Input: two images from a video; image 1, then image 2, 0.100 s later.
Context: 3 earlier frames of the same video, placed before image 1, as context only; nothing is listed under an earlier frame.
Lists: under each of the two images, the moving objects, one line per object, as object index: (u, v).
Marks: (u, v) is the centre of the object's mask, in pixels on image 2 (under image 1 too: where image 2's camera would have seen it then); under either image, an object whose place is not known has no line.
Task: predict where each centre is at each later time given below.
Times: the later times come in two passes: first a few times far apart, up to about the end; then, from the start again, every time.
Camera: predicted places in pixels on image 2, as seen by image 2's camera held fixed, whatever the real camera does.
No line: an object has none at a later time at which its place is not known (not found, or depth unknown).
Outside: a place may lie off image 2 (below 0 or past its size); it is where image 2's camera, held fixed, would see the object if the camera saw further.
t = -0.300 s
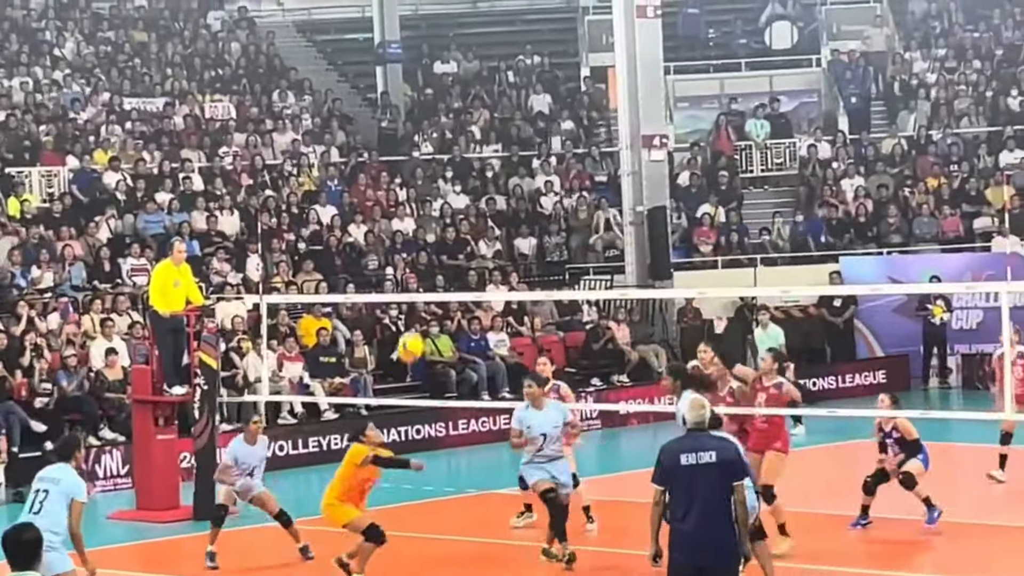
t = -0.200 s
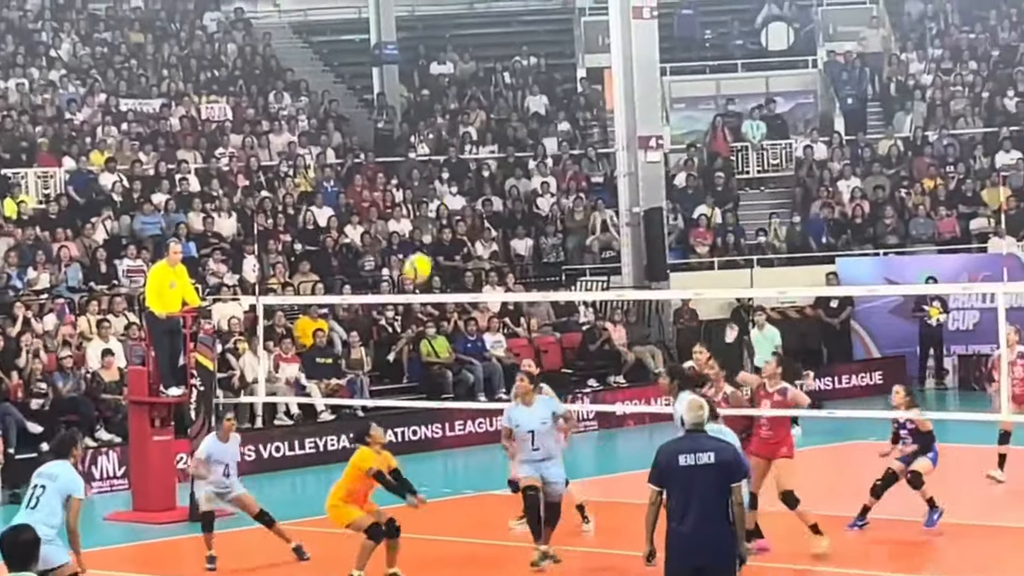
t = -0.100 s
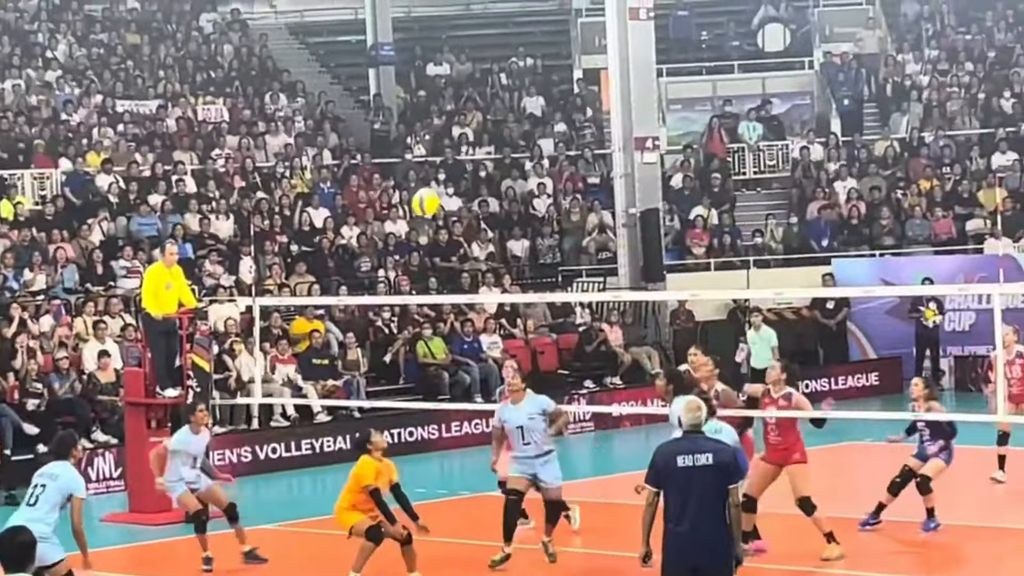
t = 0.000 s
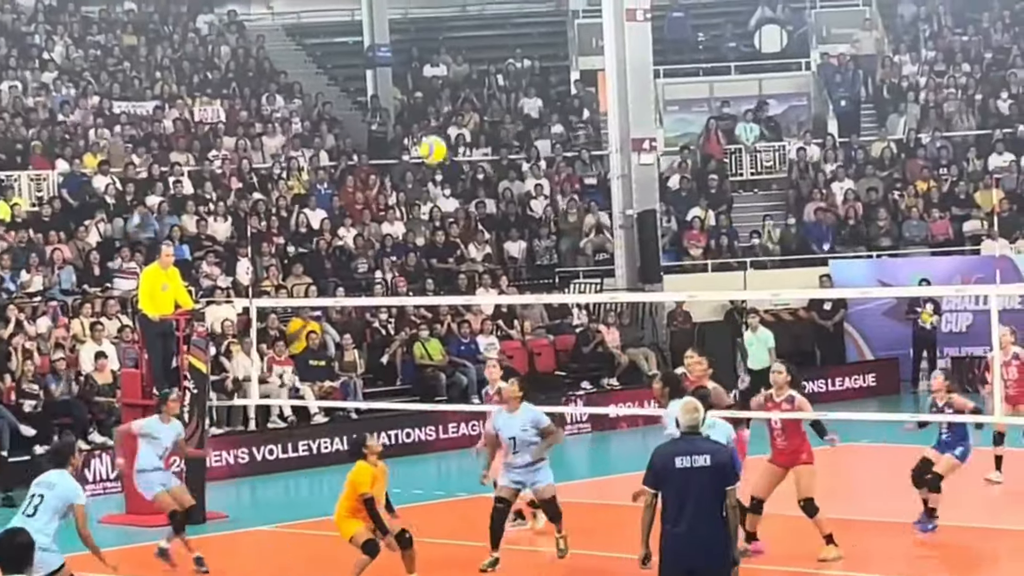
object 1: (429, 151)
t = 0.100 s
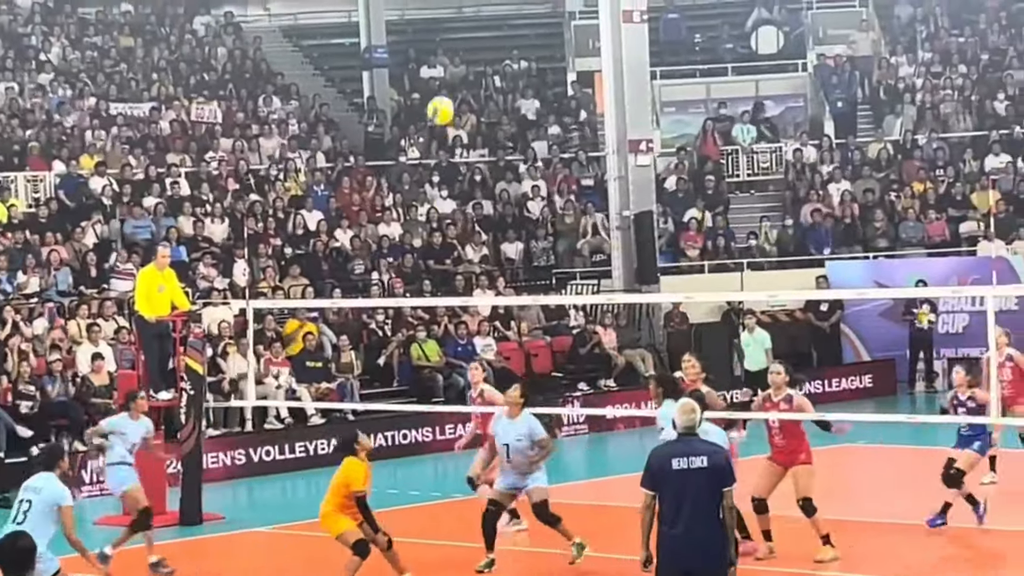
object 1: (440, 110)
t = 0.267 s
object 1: (459, 70)
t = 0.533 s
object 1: (491, 73)
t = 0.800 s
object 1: (527, 160)
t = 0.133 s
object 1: (444, 99)
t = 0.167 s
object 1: (448, 91)
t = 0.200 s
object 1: (451, 82)
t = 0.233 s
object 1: (455, 75)
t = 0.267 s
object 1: (459, 70)
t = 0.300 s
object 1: (463, 66)
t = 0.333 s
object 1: (466, 63)
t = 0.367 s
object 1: (470, 61)
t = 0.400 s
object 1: (474, 61)
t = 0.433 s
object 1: (479, 62)
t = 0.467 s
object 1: (483, 65)
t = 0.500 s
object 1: (487, 69)
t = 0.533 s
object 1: (491, 73)
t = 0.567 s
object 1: (495, 80)
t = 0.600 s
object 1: (499, 87)
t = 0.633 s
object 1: (504, 96)
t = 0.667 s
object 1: (508, 107)
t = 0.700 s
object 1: (513, 118)
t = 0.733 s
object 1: (517, 131)
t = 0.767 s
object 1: (522, 144)
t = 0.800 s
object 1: (527, 160)
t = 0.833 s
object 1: (531, 176)
